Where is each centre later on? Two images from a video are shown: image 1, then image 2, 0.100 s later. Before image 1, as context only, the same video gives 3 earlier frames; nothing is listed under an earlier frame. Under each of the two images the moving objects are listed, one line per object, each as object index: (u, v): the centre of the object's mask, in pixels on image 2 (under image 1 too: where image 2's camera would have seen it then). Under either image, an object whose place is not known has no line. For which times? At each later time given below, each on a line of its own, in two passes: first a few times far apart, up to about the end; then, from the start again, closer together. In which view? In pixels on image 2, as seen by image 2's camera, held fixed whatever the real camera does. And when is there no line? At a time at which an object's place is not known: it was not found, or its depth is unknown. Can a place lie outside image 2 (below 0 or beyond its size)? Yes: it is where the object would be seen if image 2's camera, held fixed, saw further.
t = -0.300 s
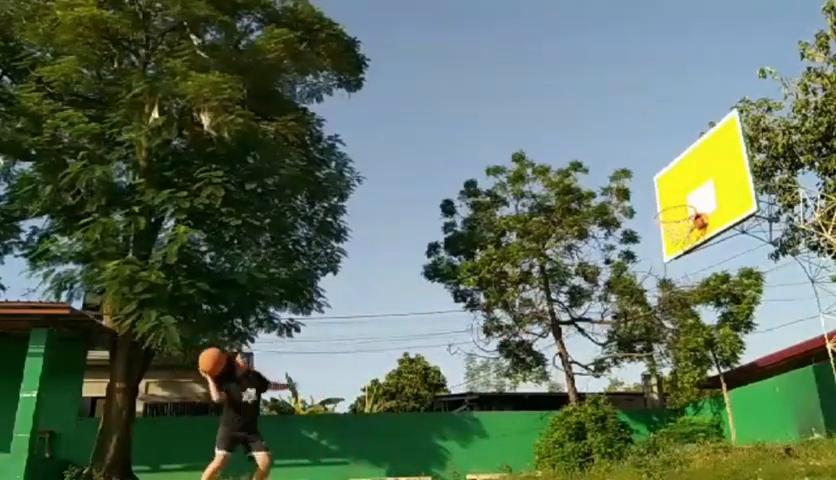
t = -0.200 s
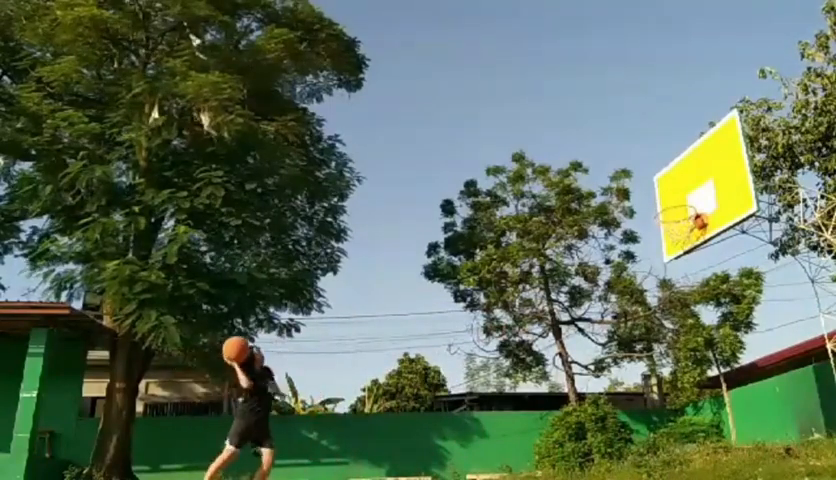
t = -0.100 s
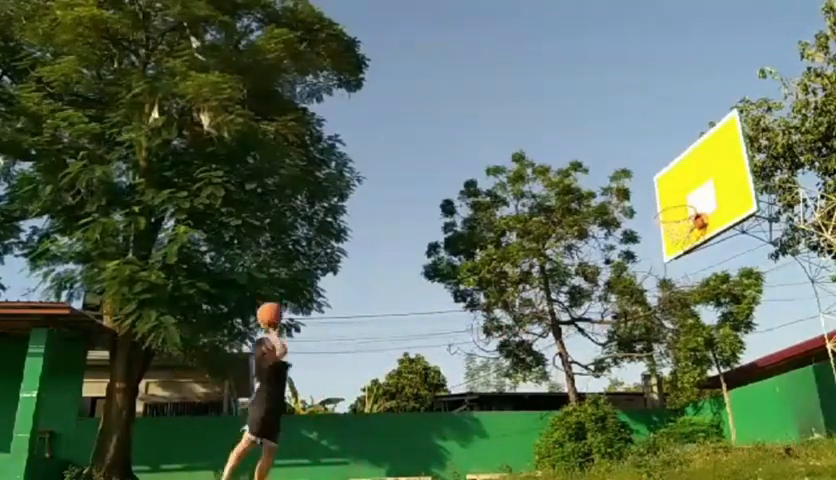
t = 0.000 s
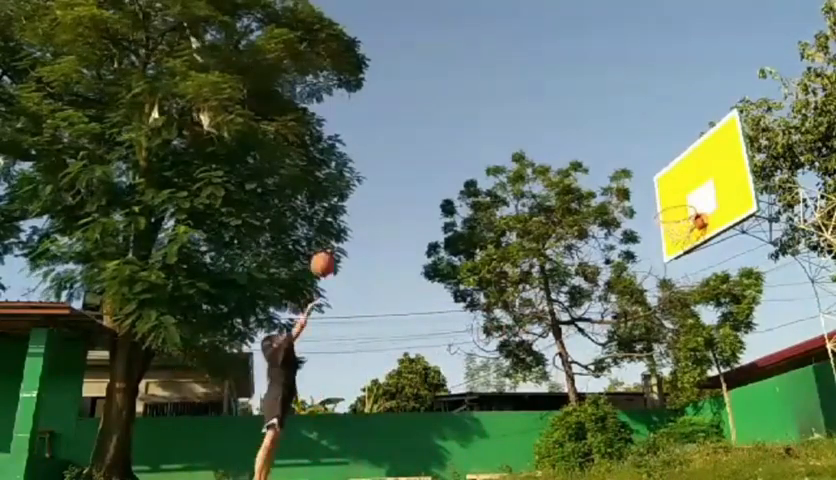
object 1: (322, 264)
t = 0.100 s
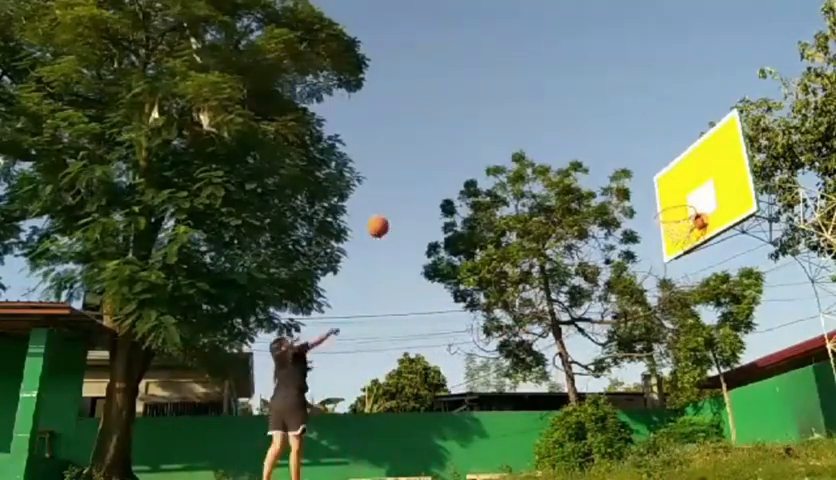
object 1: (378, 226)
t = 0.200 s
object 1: (427, 199)
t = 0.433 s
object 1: (534, 173)
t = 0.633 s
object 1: (621, 183)
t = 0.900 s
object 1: (675, 228)
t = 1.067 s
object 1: (690, 236)
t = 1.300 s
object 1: (679, 242)
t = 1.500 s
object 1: (676, 276)
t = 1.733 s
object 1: (678, 358)
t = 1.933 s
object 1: (688, 471)
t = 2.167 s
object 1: (667, 382)
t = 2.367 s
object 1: (654, 334)
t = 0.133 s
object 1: (394, 216)
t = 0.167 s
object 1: (411, 207)
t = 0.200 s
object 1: (427, 199)
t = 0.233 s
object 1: (443, 192)
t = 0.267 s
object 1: (460, 186)
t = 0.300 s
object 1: (474, 182)
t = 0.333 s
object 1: (490, 177)
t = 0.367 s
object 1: (505, 175)
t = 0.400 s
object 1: (519, 175)
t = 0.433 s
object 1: (534, 173)
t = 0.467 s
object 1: (549, 173)
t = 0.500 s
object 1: (563, 174)
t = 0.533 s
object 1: (578, 174)
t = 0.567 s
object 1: (593, 177)
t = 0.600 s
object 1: (608, 180)
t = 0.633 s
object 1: (621, 183)
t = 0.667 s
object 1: (636, 189)
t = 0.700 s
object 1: (650, 195)
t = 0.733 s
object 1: (665, 201)
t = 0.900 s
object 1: (675, 228)
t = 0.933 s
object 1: (681, 233)
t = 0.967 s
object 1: (687, 237)
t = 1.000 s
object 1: (689, 237)
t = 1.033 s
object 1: (691, 237)
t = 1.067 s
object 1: (690, 236)
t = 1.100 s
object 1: (688, 236)
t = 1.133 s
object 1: (687, 235)
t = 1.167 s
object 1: (685, 236)
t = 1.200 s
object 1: (684, 236)
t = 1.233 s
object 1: (682, 237)
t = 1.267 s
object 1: (681, 240)
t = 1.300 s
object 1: (679, 242)
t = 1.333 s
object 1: (678, 245)
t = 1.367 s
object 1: (678, 250)
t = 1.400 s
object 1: (677, 255)
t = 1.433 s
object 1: (677, 261)
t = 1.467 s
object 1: (677, 268)
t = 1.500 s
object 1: (676, 276)
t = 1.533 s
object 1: (676, 285)
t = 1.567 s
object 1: (676, 294)
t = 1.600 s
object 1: (676, 304)
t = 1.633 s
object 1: (677, 317)
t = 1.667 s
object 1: (677, 330)
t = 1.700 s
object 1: (677, 343)
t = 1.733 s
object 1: (678, 358)
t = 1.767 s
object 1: (678, 375)
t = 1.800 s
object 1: (680, 392)
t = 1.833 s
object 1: (682, 410)
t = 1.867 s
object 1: (684, 430)
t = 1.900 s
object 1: (687, 451)
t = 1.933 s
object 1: (688, 471)
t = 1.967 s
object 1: (686, 465)
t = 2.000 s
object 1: (682, 448)
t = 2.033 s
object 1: (678, 433)
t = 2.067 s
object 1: (675, 417)
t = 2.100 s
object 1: (673, 404)
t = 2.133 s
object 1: (669, 392)
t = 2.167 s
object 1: (667, 382)
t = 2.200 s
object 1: (664, 371)
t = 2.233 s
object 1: (662, 362)
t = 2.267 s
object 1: (659, 353)
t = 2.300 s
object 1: (658, 345)
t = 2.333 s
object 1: (655, 340)
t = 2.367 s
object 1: (654, 334)
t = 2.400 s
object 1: (653, 330)
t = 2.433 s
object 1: (653, 328)
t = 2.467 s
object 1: (651, 325)
